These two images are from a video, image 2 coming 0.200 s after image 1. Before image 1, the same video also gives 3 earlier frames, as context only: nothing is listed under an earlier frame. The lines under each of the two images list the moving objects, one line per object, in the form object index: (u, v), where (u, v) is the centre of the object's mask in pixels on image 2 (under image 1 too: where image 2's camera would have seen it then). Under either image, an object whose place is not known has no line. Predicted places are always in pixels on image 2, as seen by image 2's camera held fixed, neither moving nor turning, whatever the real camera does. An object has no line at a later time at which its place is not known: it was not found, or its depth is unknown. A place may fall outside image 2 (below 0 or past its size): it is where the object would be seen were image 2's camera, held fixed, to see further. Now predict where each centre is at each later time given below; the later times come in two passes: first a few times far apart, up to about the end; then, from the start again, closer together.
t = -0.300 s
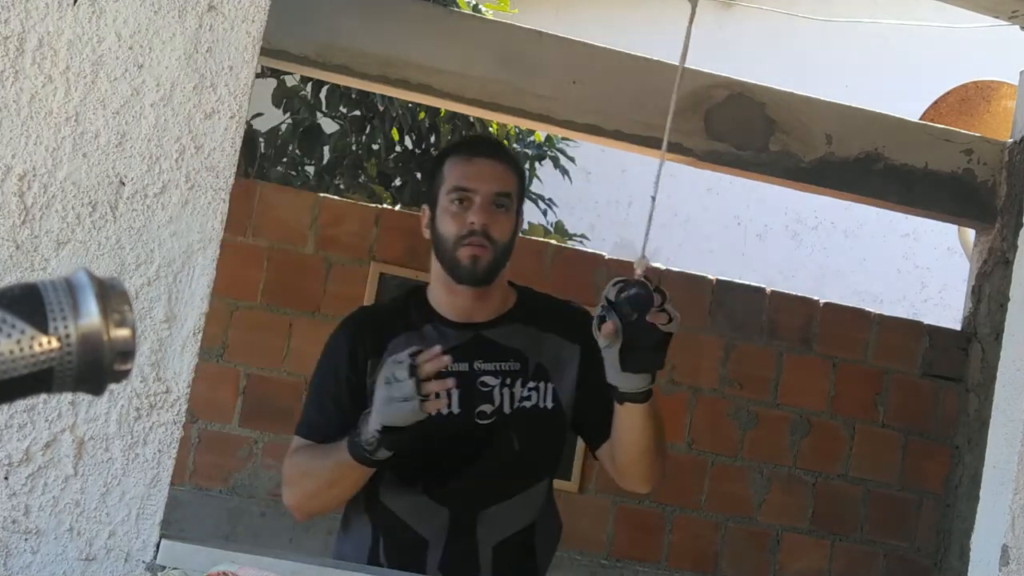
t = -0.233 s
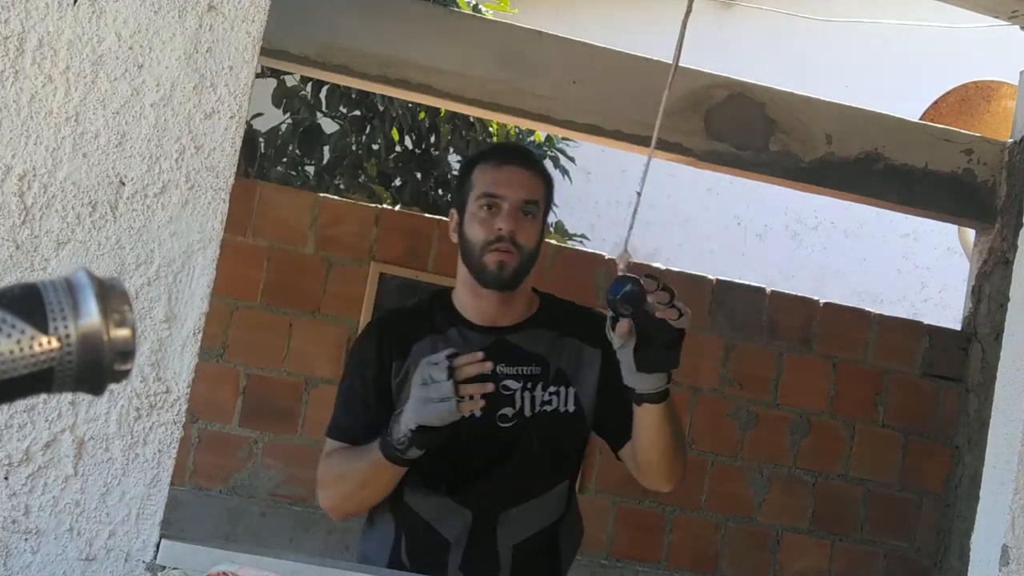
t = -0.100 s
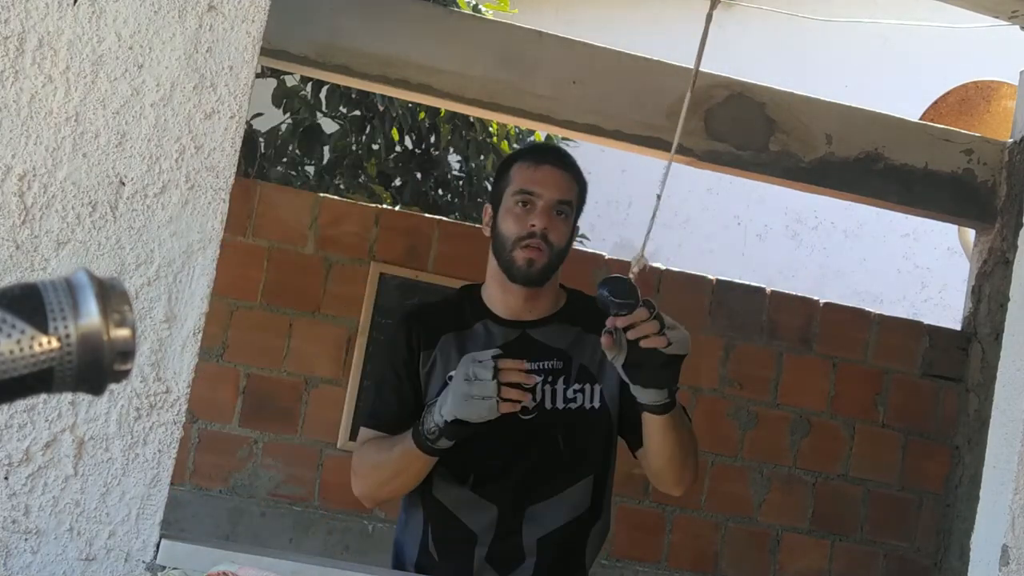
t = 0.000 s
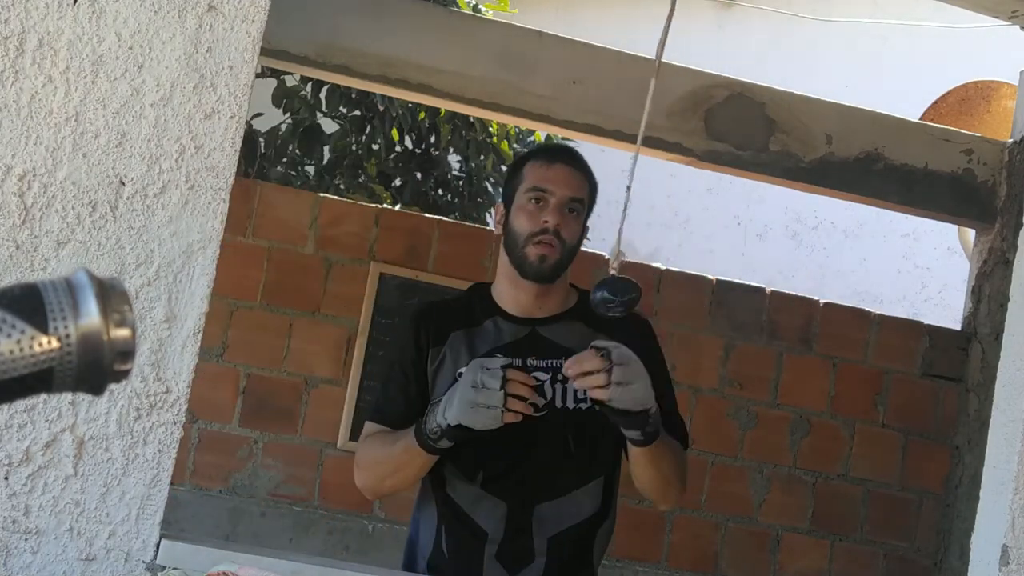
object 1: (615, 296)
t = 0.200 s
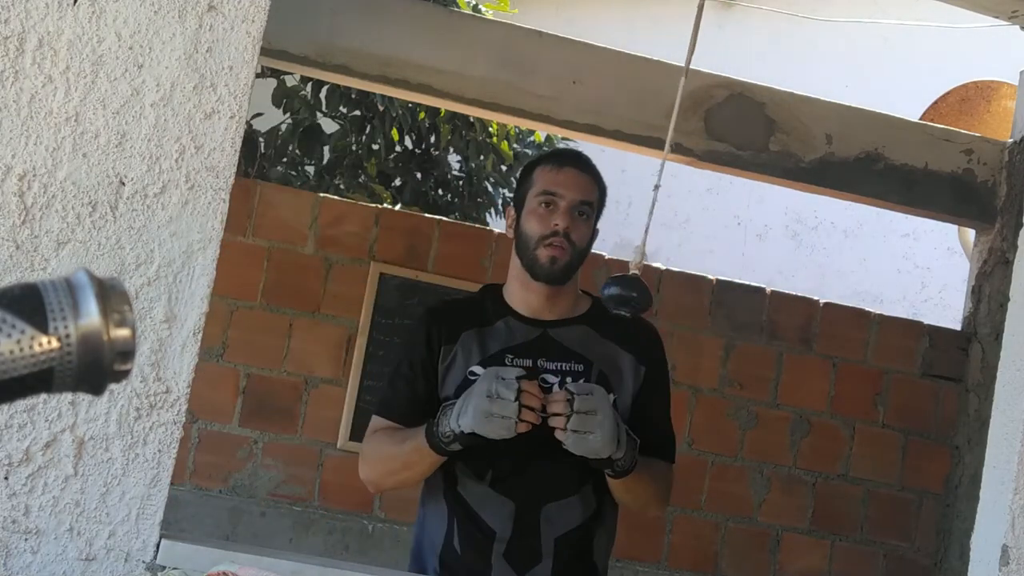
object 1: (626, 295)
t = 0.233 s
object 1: (630, 295)
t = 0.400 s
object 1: (655, 290)
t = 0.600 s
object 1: (690, 290)
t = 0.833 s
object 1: (714, 300)
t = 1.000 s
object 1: (713, 309)
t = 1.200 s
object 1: (697, 314)
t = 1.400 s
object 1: (675, 312)
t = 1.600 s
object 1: (652, 308)
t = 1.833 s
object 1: (637, 305)
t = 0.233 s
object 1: (630, 295)
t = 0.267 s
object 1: (634, 292)
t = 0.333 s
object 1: (644, 293)
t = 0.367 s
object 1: (650, 292)
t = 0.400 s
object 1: (655, 290)
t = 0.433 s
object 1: (661, 290)
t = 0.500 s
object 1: (674, 288)
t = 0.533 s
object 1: (680, 288)
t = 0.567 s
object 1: (685, 289)
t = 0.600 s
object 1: (690, 290)
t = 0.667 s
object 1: (700, 291)
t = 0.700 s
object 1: (704, 292)
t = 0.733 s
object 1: (707, 294)
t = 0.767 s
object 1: (710, 295)
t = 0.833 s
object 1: (714, 300)
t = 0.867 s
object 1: (715, 302)
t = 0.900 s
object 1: (715, 304)
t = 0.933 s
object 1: (715, 306)
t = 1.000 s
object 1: (713, 309)
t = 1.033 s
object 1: (711, 311)
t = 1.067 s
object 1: (708, 312)
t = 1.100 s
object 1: (706, 313)
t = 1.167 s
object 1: (700, 314)
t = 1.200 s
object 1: (697, 314)
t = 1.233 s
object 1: (693, 314)
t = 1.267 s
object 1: (690, 314)
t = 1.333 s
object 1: (682, 314)
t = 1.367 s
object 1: (678, 313)
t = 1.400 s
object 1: (675, 312)
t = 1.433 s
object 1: (671, 312)
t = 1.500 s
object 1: (663, 310)
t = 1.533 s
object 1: (659, 309)
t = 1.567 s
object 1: (655, 309)
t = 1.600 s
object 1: (652, 308)
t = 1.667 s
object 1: (647, 307)
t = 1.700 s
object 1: (644, 306)
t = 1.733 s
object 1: (642, 306)
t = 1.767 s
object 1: (640, 306)
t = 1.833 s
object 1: (637, 305)
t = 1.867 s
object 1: (635, 305)
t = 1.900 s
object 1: (635, 305)
